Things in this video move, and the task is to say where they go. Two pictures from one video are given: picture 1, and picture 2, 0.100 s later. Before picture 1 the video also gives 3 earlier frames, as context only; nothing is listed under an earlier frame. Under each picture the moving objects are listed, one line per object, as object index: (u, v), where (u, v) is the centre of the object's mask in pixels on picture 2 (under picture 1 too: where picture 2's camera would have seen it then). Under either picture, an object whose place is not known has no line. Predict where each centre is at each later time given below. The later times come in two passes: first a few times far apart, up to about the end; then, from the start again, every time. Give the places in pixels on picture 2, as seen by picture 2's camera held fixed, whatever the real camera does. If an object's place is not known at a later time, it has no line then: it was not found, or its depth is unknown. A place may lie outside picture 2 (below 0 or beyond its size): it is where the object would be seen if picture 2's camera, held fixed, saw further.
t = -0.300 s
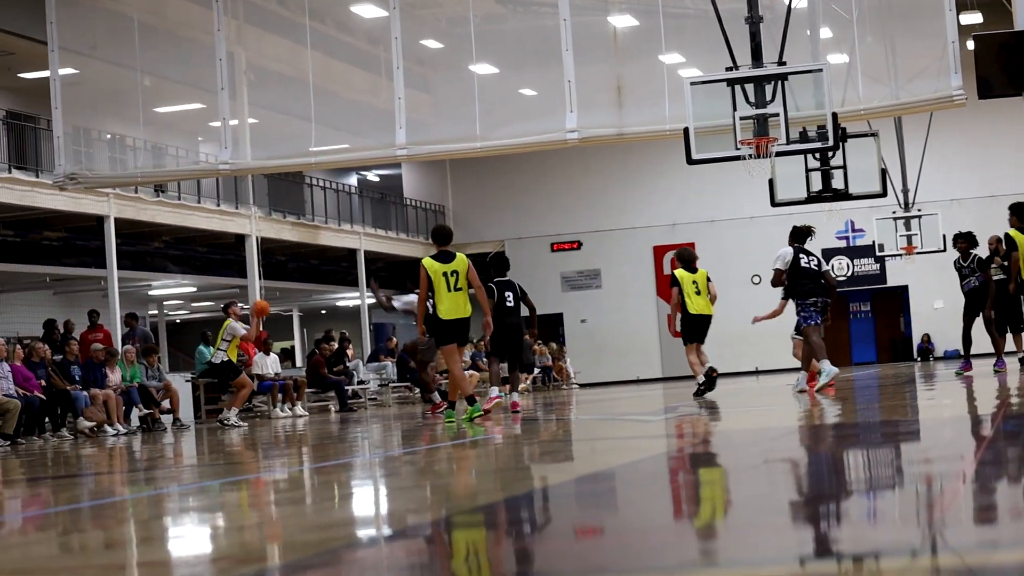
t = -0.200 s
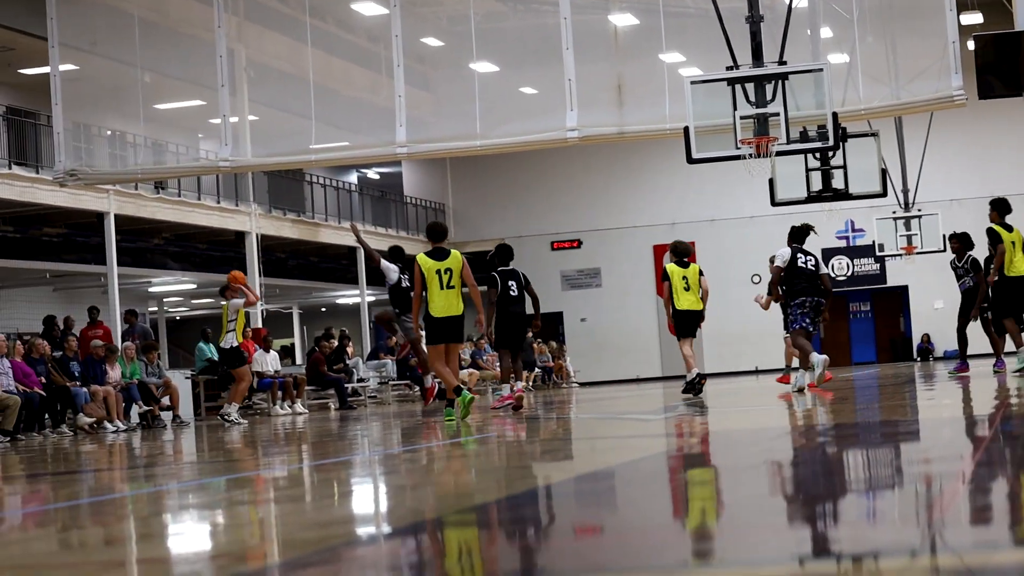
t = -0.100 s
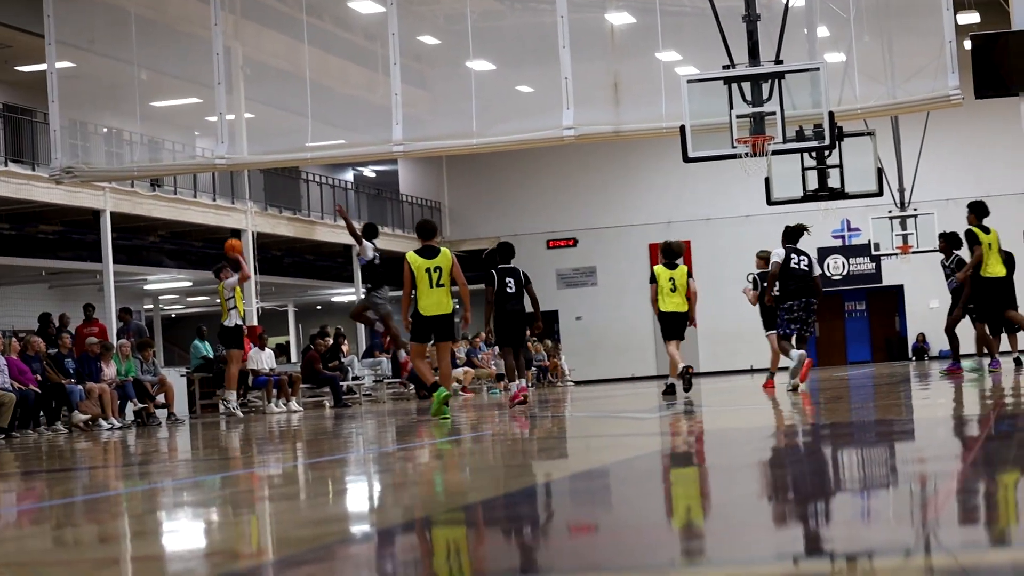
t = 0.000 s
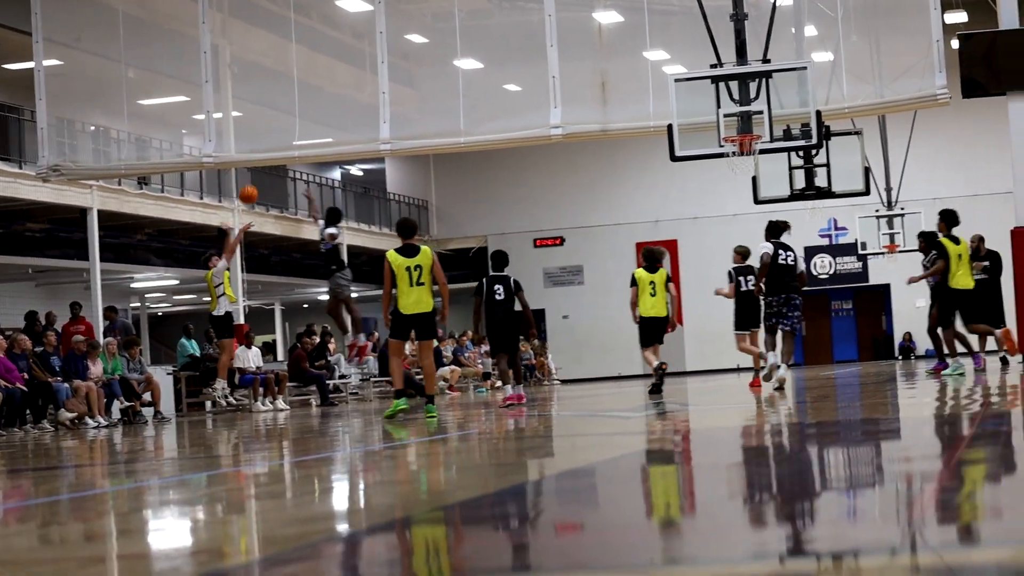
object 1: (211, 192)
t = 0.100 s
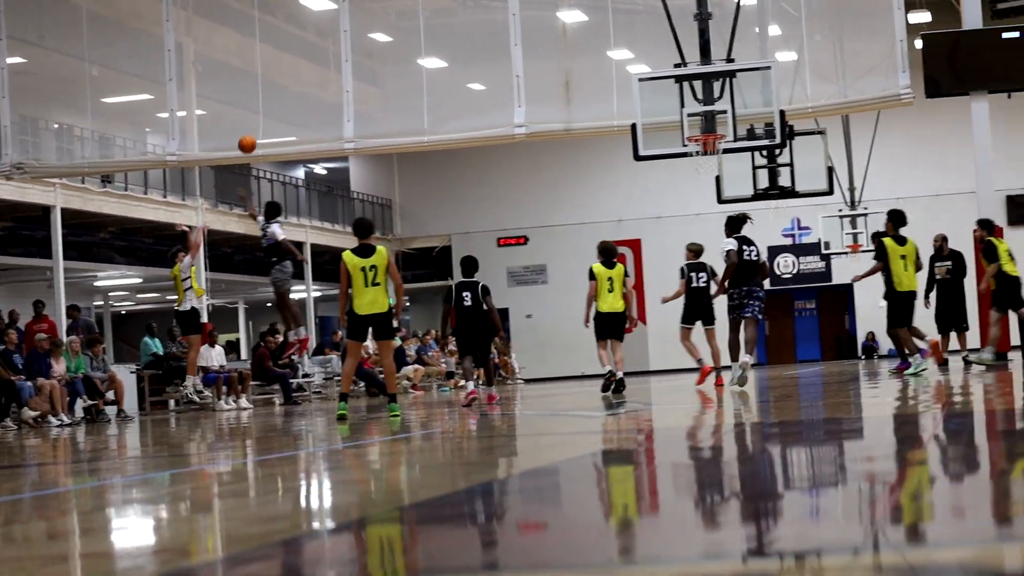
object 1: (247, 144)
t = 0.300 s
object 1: (319, 69)
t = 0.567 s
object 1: (416, 16)
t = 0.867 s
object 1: (531, 18)
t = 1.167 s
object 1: (651, 91)
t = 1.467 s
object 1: (671, 86)
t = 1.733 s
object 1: (649, 80)
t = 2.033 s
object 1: (629, 147)
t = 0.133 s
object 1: (259, 130)
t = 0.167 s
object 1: (271, 116)
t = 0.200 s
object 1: (283, 103)
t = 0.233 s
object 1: (295, 91)
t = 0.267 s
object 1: (307, 79)
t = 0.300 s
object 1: (319, 69)
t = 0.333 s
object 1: (331, 60)
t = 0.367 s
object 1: (343, 51)
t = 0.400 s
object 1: (355, 43)
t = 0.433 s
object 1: (367, 36)
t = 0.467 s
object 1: (380, 30)
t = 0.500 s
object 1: (392, 24)
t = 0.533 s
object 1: (404, 19)
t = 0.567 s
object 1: (416, 16)
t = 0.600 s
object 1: (429, 12)
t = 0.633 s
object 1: (441, 10)
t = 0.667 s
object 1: (454, 9)
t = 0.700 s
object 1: (466, 8)
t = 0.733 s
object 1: (479, 8)
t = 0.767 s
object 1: (491, 9)
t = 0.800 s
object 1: (504, 11)
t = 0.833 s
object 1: (517, 14)
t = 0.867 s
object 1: (531, 18)
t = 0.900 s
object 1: (543, 22)
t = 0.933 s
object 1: (557, 28)
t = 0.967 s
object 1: (570, 34)
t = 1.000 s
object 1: (583, 41)
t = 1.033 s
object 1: (596, 49)
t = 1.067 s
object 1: (609, 59)
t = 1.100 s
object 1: (623, 68)
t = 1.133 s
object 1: (637, 79)
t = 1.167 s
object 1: (651, 91)
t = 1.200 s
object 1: (665, 104)
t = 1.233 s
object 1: (678, 118)
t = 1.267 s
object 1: (688, 127)
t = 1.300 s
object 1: (686, 118)
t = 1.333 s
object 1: (682, 110)
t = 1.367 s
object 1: (679, 102)
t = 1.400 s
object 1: (676, 96)
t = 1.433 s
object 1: (674, 91)
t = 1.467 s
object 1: (671, 86)
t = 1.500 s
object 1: (668, 82)
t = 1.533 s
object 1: (665, 79)
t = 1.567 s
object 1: (662, 77)
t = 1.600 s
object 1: (659, 76)
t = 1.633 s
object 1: (657, 76)
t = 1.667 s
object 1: (654, 76)
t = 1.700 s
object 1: (651, 78)
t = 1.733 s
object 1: (649, 80)
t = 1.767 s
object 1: (646, 84)
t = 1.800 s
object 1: (644, 88)
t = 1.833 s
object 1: (642, 94)
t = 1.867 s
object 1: (639, 100)
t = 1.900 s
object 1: (637, 108)
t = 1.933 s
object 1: (635, 116)
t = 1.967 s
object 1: (633, 126)
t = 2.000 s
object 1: (631, 136)
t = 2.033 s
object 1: (629, 147)
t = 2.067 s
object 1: (626, 160)
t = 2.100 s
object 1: (625, 173)
